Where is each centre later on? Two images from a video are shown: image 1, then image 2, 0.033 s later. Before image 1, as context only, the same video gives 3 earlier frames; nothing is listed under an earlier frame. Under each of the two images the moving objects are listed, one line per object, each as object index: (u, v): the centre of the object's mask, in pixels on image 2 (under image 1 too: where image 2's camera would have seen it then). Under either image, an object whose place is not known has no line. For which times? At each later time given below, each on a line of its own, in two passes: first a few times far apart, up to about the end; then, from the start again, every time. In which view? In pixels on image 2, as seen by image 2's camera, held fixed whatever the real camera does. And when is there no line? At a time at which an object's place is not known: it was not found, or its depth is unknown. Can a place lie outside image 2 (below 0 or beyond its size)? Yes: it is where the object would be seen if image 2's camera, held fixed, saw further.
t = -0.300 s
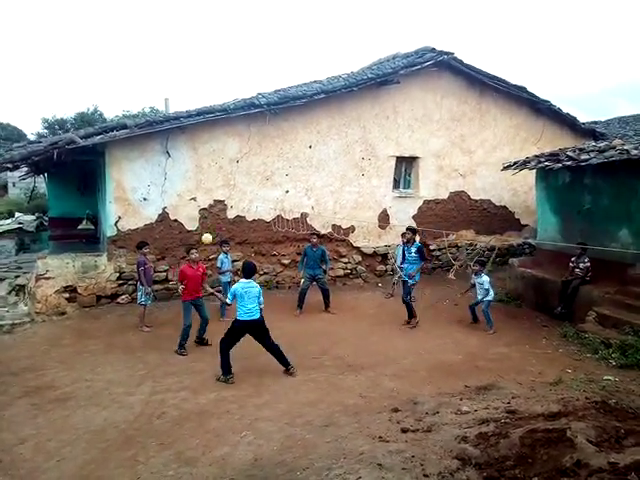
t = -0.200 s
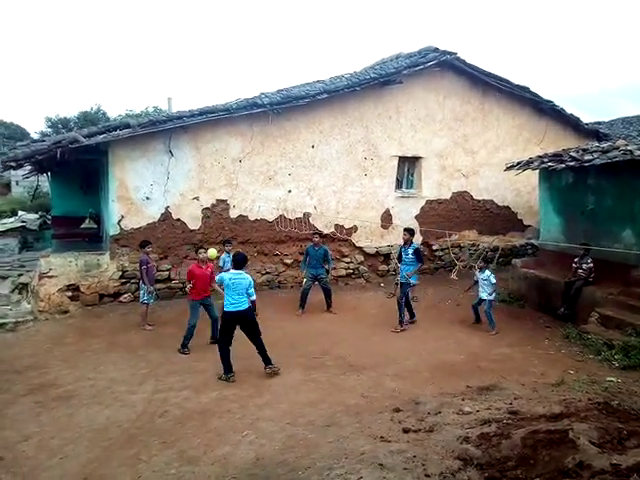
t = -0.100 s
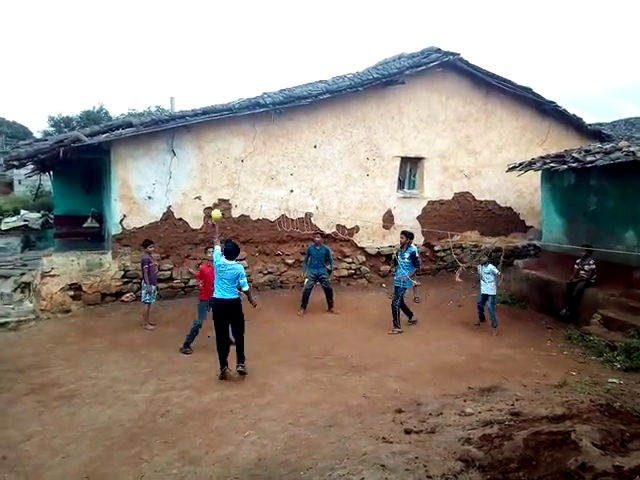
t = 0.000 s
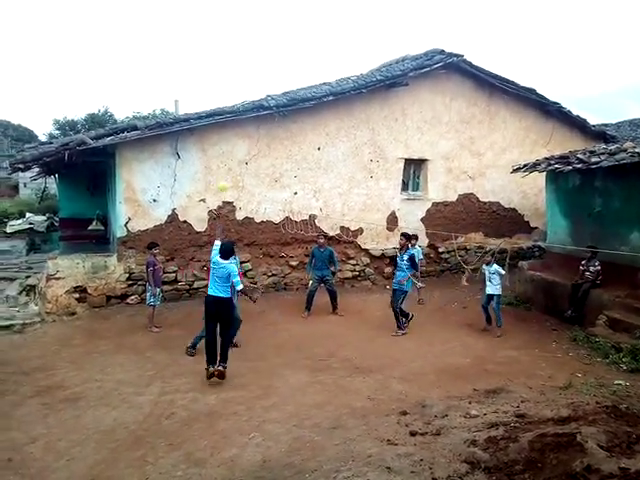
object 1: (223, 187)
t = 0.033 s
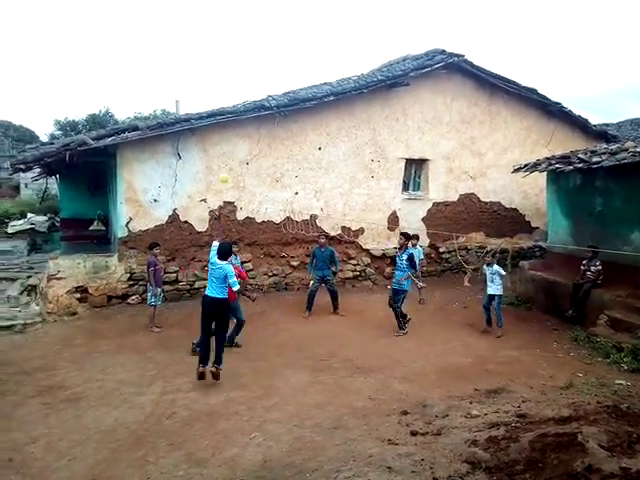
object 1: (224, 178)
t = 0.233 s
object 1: (227, 146)
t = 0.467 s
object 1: (230, 146)
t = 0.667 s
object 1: (229, 174)
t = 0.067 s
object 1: (225, 170)
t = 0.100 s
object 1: (226, 164)
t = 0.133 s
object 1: (226, 158)
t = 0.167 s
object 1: (227, 153)
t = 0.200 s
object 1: (227, 149)
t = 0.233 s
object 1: (227, 146)
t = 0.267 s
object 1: (228, 144)
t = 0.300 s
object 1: (228, 142)
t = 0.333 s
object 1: (229, 141)
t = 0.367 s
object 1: (228, 141)
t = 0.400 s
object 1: (229, 142)
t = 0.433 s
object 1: (229, 143)
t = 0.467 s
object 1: (230, 146)
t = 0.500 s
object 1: (229, 149)
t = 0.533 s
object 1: (230, 153)
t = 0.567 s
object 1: (230, 157)
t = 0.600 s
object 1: (230, 163)
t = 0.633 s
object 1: (230, 168)
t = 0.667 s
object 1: (229, 174)
